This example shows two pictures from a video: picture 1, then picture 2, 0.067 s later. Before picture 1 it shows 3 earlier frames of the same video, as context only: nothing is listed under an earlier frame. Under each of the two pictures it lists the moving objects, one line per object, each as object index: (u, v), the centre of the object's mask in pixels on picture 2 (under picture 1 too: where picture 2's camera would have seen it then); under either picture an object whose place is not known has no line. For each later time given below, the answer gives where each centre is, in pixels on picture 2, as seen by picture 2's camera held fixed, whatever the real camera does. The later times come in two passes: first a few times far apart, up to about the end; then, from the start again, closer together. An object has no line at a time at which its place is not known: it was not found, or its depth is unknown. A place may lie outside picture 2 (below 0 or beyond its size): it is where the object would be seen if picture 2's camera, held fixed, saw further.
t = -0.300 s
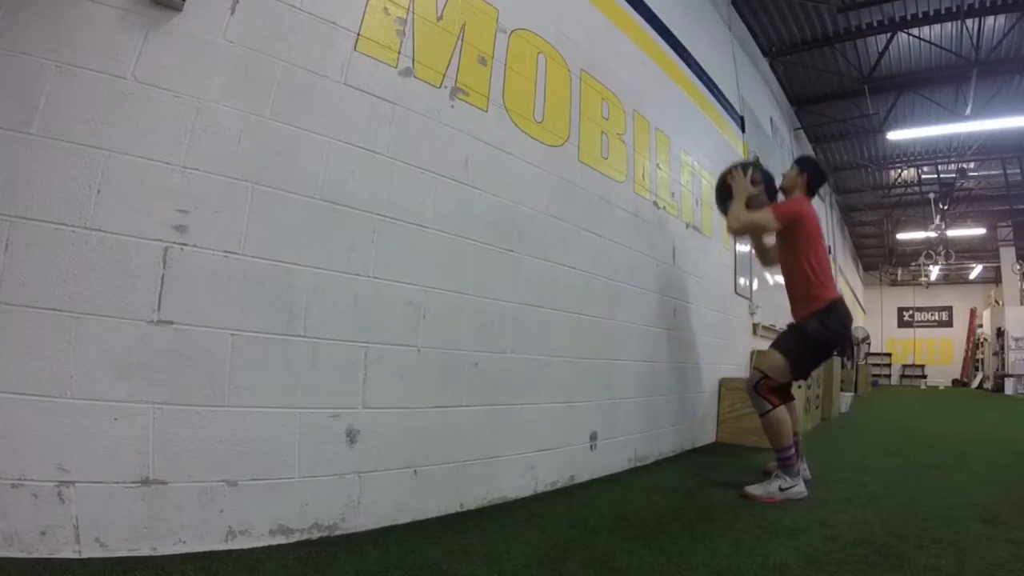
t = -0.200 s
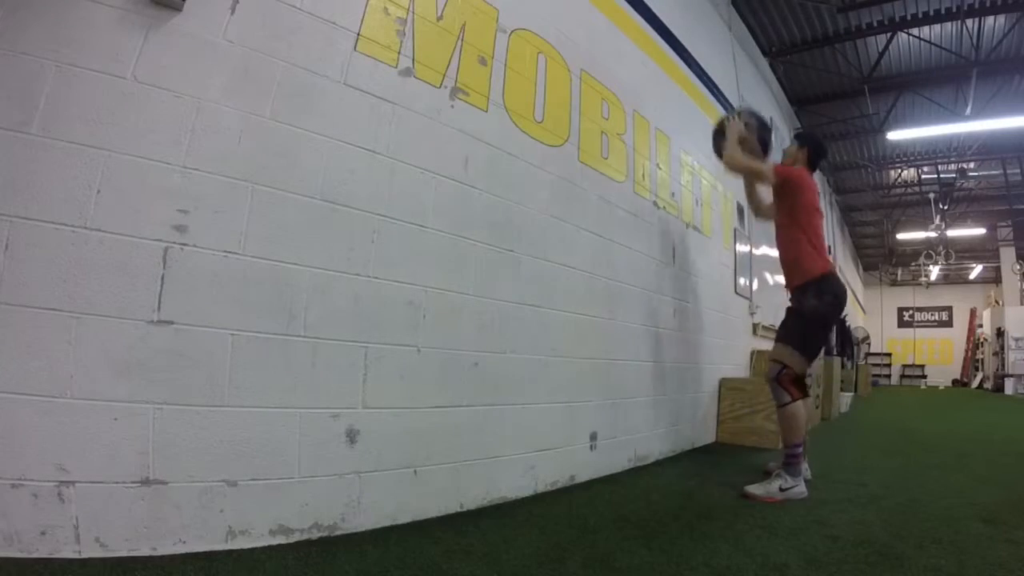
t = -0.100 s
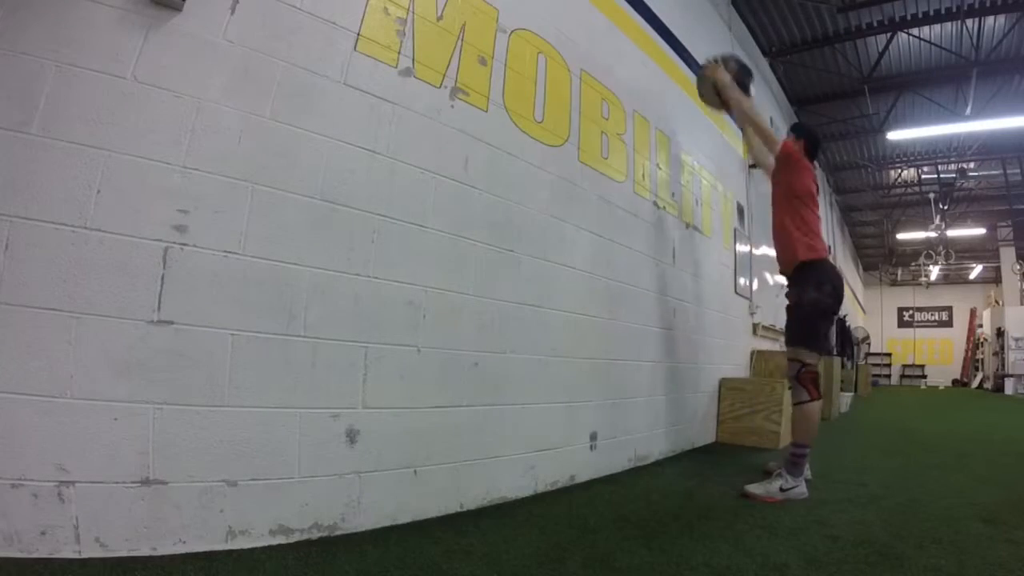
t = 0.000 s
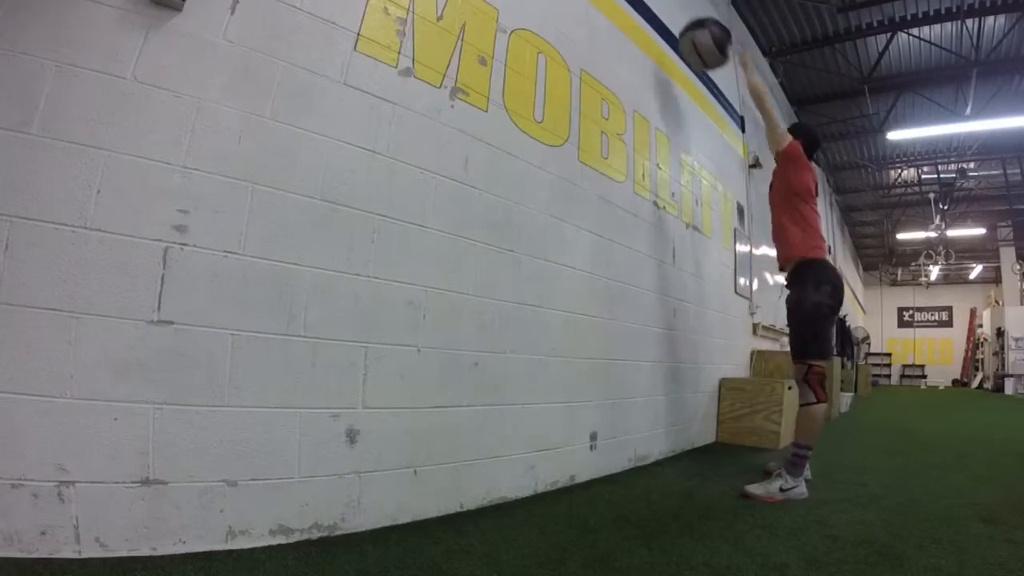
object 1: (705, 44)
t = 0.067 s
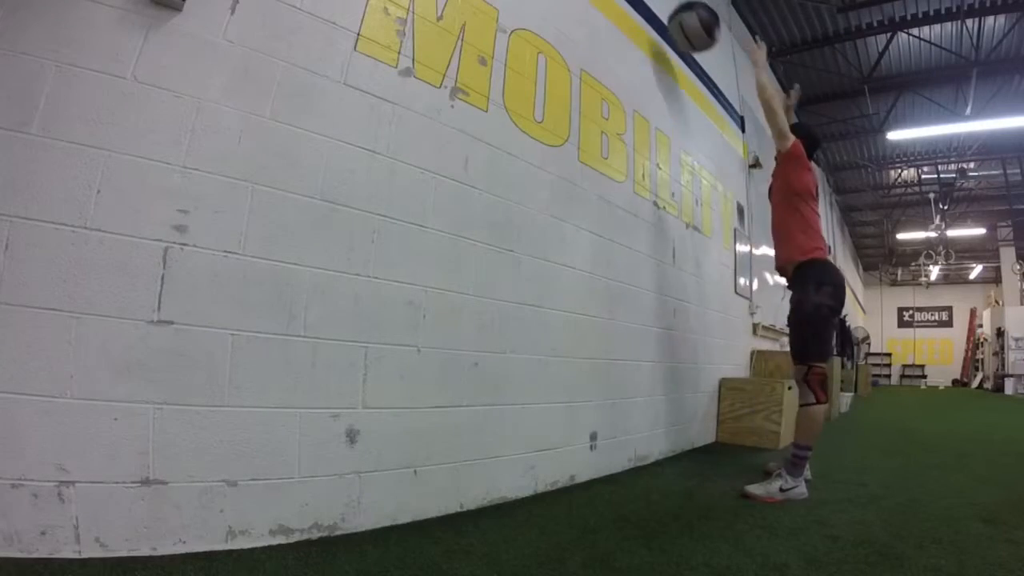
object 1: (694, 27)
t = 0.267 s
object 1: (669, 14)
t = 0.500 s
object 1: (690, 24)
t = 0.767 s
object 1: (726, 133)
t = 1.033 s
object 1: (759, 420)
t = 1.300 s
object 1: (777, 372)
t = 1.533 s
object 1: (788, 380)
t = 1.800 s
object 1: (796, 438)
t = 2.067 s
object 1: (804, 448)
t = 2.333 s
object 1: (813, 447)
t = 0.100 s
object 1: (689, 22)
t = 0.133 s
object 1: (684, 19)
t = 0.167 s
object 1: (679, 17)
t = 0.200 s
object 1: (674, 16)
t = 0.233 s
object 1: (670, 15)
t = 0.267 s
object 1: (669, 14)
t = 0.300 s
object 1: (671, 14)
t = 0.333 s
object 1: (674, 14)
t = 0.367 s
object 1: (677, 14)
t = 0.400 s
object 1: (680, 16)
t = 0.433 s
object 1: (684, 17)
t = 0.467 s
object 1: (687, 20)
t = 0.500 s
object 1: (690, 24)
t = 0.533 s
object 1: (694, 30)
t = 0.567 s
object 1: (698, 39)
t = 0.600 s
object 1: (702, 50)
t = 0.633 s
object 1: (707, 62)
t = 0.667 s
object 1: (711, 76)
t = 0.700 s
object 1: (716, 93)
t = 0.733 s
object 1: (721, 112)
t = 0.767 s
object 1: (726, 133)
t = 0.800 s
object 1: (731, 157)
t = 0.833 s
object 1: (737, 183)
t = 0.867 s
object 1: (742, 214)
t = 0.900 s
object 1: (747, 248)
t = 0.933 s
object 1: (751, 286)
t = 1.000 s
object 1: (756, 373)
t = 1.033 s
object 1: (759, 420)
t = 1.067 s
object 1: (759, 462)
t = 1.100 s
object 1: (763, 447)
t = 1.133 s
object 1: (765, 429)
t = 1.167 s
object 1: (768, 414)
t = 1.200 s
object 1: (771, 400)
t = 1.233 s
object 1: (773, 389)
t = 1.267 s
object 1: (775, 379)
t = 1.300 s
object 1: (777, 372)
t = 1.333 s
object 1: (779, 368)
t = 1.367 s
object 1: (780, 365)
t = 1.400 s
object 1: (782, 364)
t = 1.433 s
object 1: (784, 365)
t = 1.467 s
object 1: (785, 368)
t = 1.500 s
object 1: (786, 373)
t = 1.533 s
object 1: (788, 380)
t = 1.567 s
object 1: (789, 389)
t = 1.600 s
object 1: (790, 401)
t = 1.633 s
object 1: (791, 414)
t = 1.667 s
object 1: (792, 429)
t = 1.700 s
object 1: (792, 445)
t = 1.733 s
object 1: (794, 451)
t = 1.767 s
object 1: (795, 444)
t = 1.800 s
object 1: (796, 438)
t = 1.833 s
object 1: (798, 433)
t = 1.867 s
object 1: (799, 431)
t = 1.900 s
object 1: (800, 430)
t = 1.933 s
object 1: (801, 430)
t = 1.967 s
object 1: (802, 434)
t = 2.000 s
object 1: (803, 440)
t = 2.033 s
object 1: (804, 446)
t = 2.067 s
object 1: (804, 448)
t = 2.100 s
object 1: (806, 446)
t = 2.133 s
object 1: (807, 444)
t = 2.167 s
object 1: (808, 444)
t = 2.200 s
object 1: (809, 445)
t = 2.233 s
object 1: (810, 447)
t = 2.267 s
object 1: (811, 447)
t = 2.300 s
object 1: (812, 447)
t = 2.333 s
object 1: (813, 447)
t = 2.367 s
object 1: (813, 447)
